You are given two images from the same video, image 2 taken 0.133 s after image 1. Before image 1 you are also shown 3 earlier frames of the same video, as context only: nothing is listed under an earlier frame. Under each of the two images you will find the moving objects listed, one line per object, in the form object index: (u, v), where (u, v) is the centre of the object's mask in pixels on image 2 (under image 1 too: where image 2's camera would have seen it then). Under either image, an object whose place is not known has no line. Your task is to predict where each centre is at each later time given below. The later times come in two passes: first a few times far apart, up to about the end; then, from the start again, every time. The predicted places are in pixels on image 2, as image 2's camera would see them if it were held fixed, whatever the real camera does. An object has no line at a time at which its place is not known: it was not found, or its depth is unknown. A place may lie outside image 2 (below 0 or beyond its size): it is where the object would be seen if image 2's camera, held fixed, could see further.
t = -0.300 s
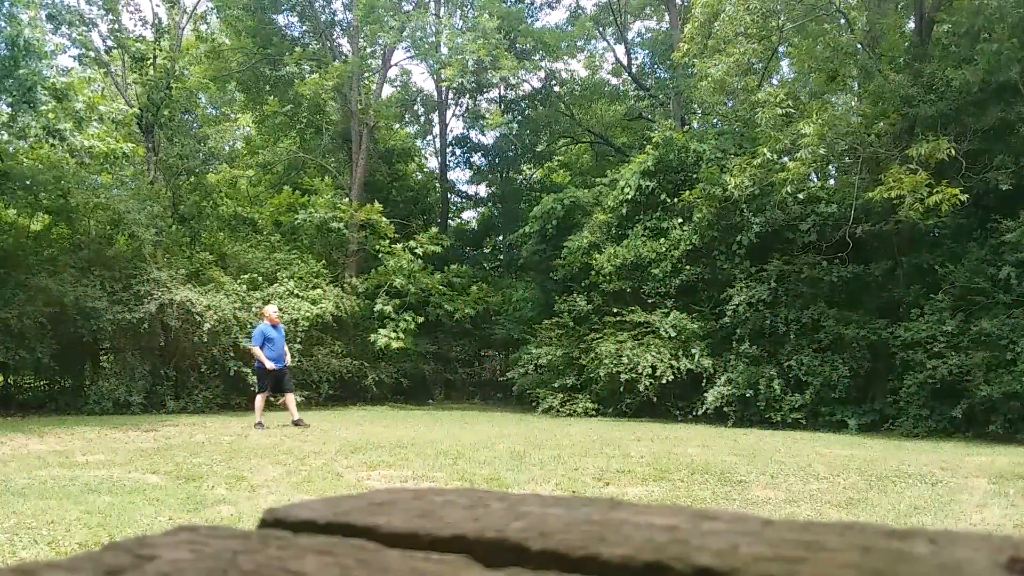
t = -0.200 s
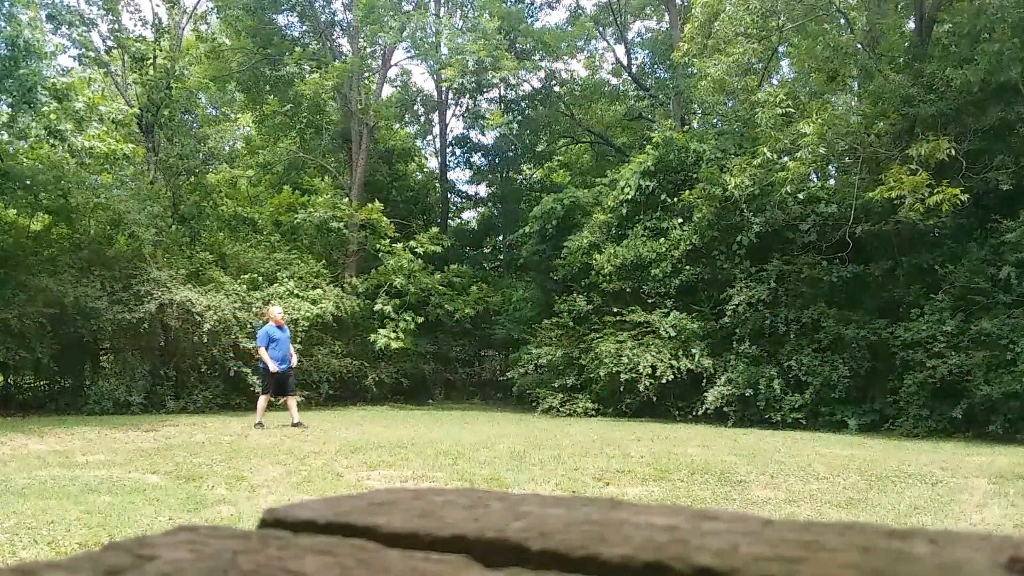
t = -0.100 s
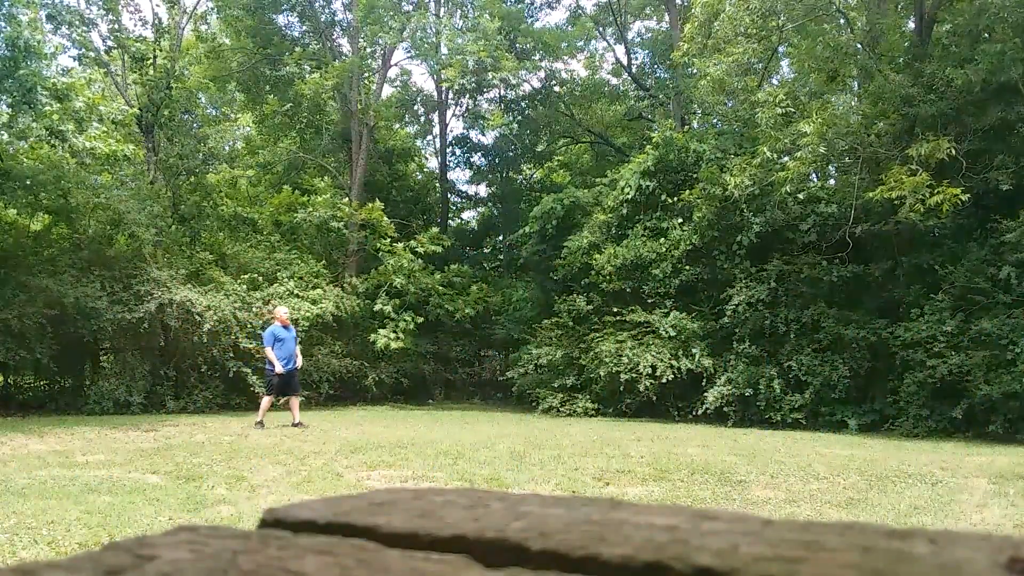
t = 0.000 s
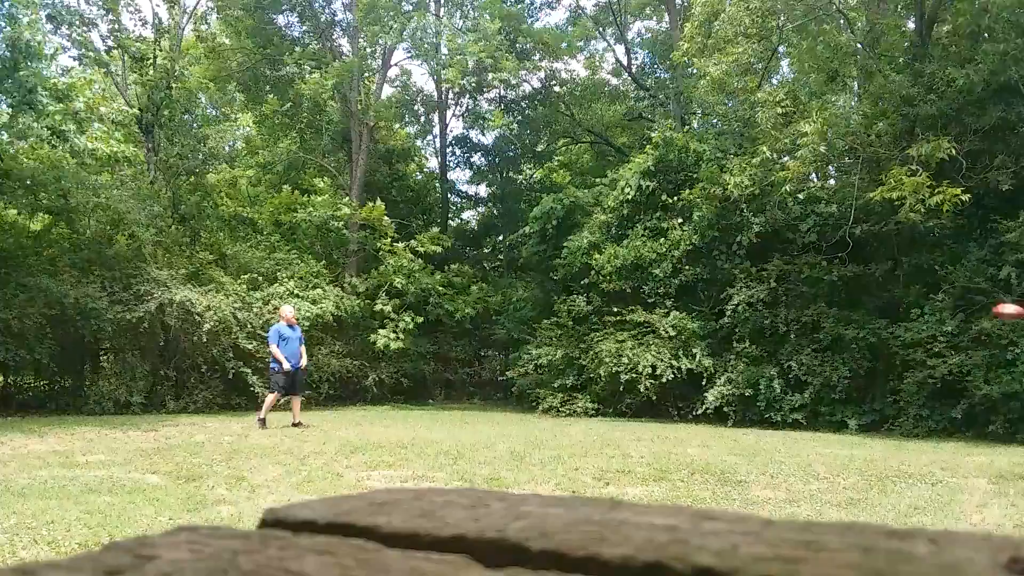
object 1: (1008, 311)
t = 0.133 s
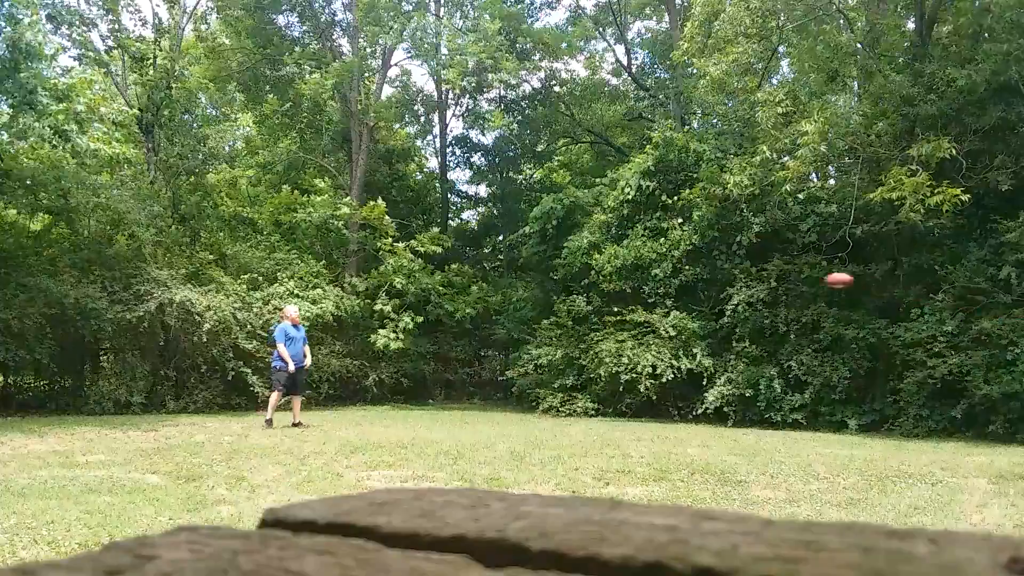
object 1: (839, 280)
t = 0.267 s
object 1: (692, 269)
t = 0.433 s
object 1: (536, 279)
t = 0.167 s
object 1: (799, 276)
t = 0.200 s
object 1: (762, 273)
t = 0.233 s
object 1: (727, 271)
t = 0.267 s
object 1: (692, 269)
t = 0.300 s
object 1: (659, 270)
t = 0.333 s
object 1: (627, 272)
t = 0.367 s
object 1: (595, 273)
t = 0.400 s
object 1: (565, 275)
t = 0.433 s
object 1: (536, 279)
